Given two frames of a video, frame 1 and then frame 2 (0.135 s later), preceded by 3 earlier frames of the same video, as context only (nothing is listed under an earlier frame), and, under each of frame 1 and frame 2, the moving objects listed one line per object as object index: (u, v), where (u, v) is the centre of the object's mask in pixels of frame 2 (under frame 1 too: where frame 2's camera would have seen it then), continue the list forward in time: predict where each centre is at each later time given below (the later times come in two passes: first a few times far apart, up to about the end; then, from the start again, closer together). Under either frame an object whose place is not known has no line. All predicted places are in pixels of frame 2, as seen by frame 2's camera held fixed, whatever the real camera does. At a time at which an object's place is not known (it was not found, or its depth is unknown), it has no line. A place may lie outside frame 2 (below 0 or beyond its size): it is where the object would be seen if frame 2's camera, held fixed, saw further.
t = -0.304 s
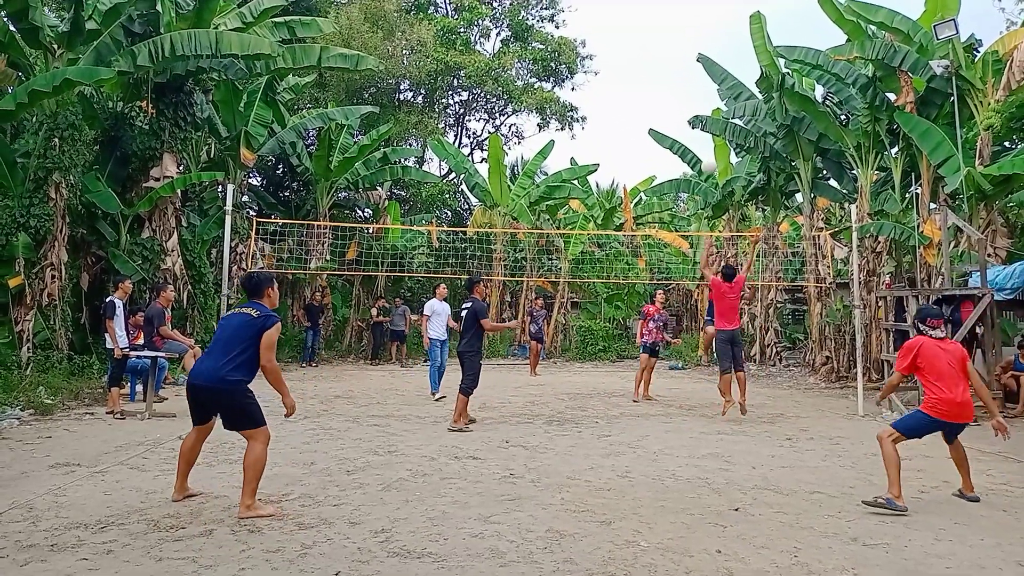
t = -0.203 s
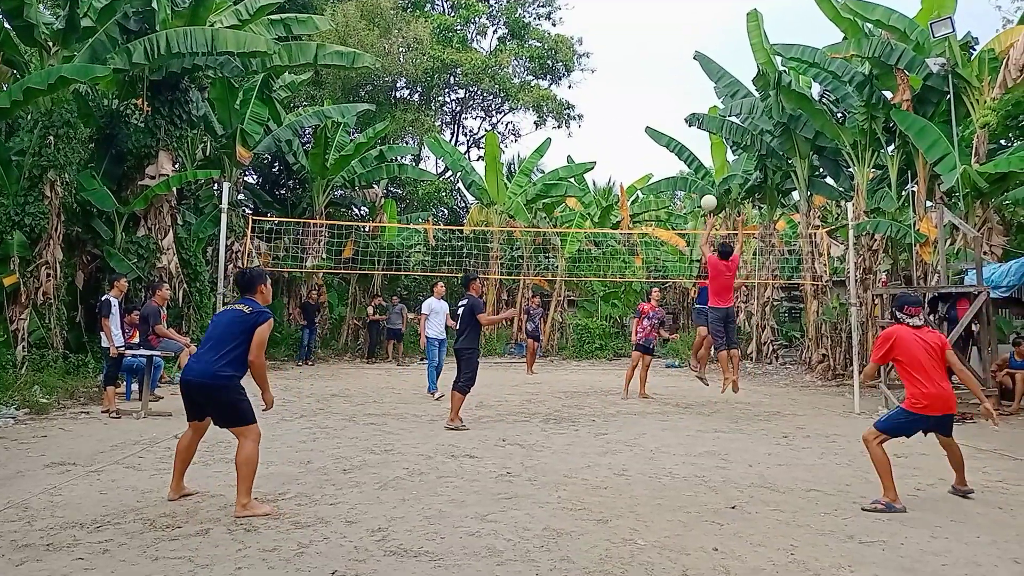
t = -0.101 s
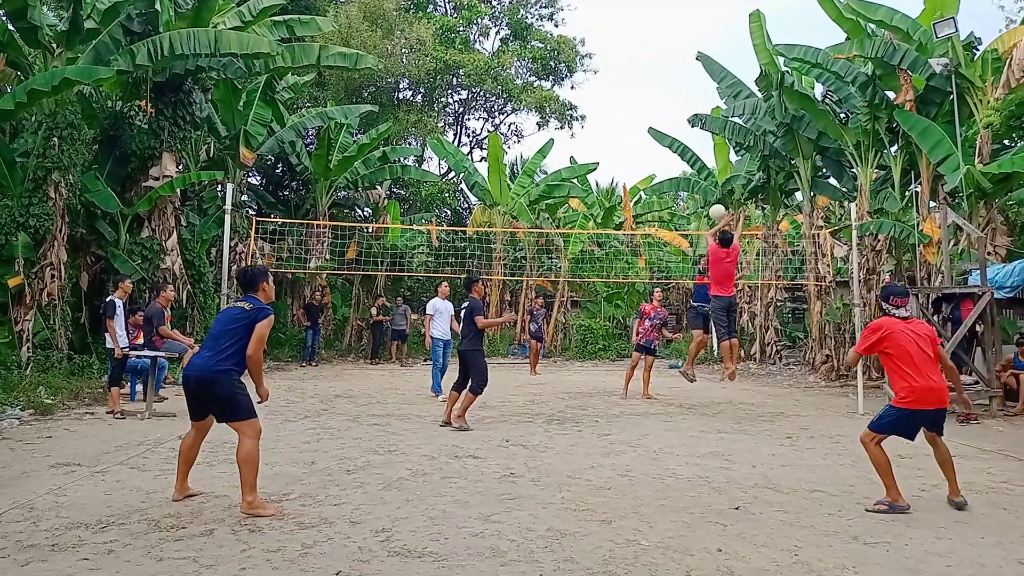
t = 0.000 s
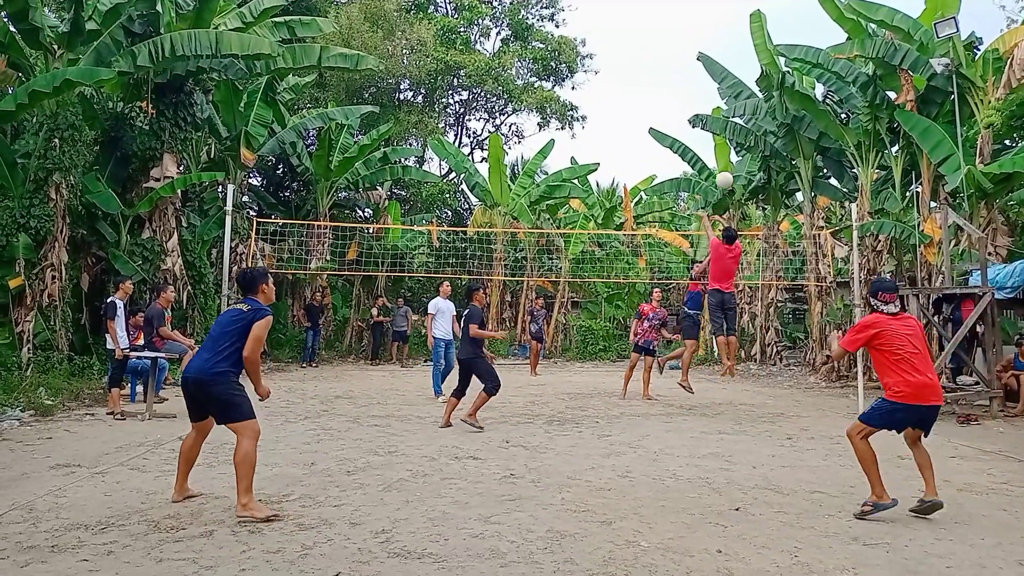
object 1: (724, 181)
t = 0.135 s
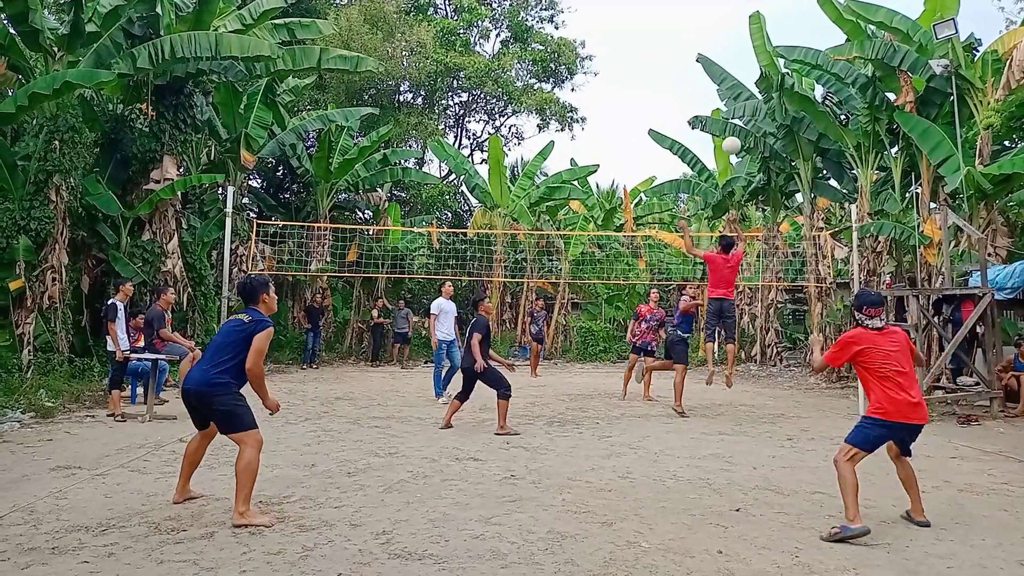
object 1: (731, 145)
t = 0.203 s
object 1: (735, 132)
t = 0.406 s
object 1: (749, 113)
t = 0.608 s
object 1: (764, 134)
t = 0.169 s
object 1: (733, 138)
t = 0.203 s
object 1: (735, 132)
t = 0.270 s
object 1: (739, 122)
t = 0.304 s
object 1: (742, 118)
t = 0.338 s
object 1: (744, 115)
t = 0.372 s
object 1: (746, 114)
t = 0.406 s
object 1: (749, 113)
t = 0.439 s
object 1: (750, 113)
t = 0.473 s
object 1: (753, 114)
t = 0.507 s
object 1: (756, 117)
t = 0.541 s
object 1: (758, 121)
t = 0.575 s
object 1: (761, 127)
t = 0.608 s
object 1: (764, 134)
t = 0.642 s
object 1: (767, 143)
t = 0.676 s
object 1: (770, 153)
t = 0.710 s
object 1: (773, 166)
